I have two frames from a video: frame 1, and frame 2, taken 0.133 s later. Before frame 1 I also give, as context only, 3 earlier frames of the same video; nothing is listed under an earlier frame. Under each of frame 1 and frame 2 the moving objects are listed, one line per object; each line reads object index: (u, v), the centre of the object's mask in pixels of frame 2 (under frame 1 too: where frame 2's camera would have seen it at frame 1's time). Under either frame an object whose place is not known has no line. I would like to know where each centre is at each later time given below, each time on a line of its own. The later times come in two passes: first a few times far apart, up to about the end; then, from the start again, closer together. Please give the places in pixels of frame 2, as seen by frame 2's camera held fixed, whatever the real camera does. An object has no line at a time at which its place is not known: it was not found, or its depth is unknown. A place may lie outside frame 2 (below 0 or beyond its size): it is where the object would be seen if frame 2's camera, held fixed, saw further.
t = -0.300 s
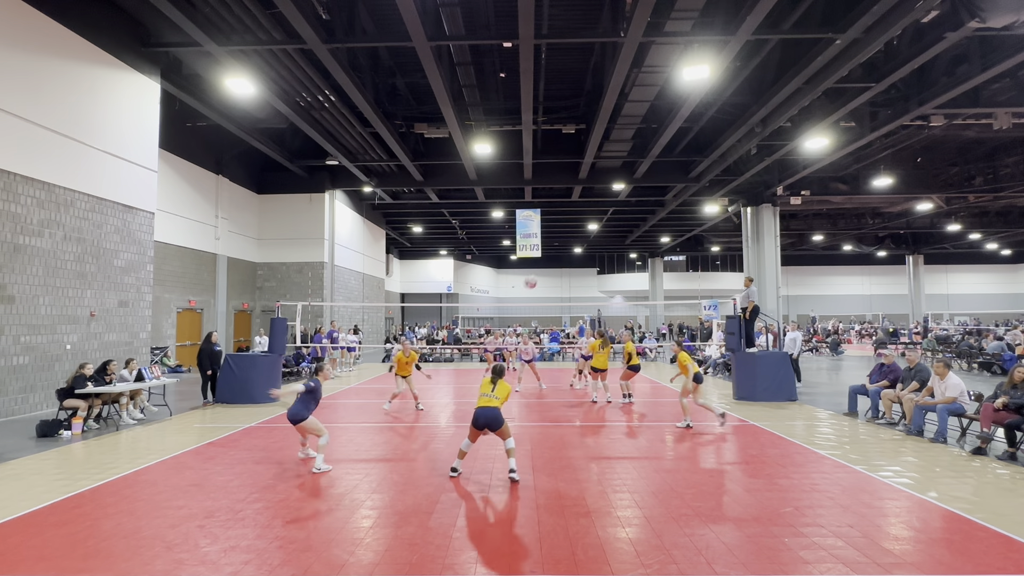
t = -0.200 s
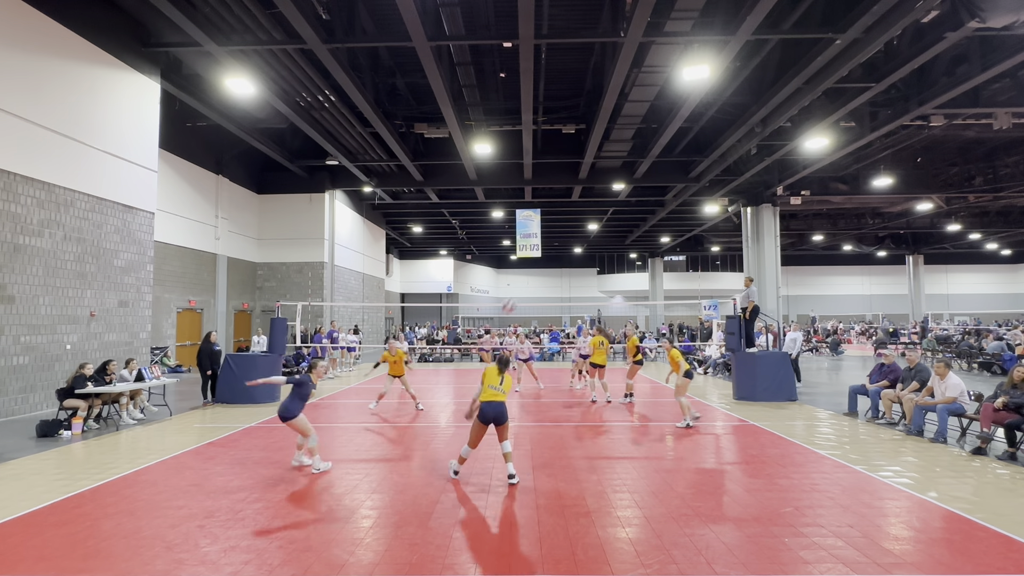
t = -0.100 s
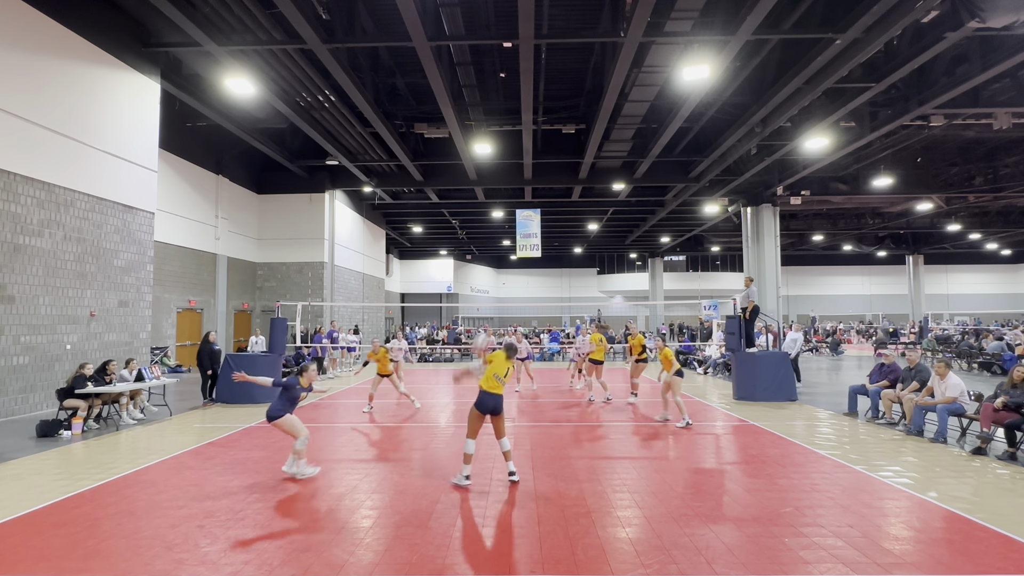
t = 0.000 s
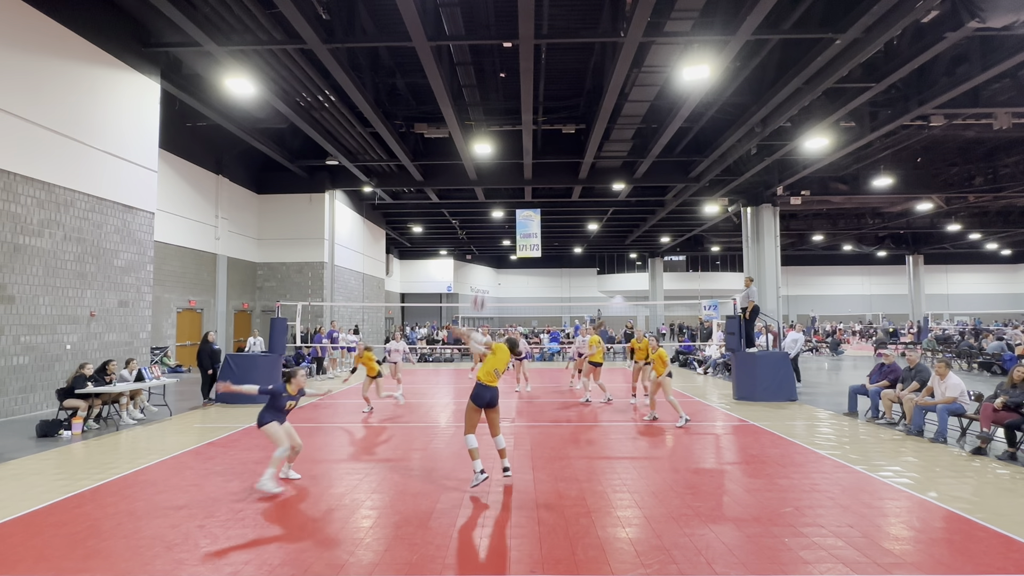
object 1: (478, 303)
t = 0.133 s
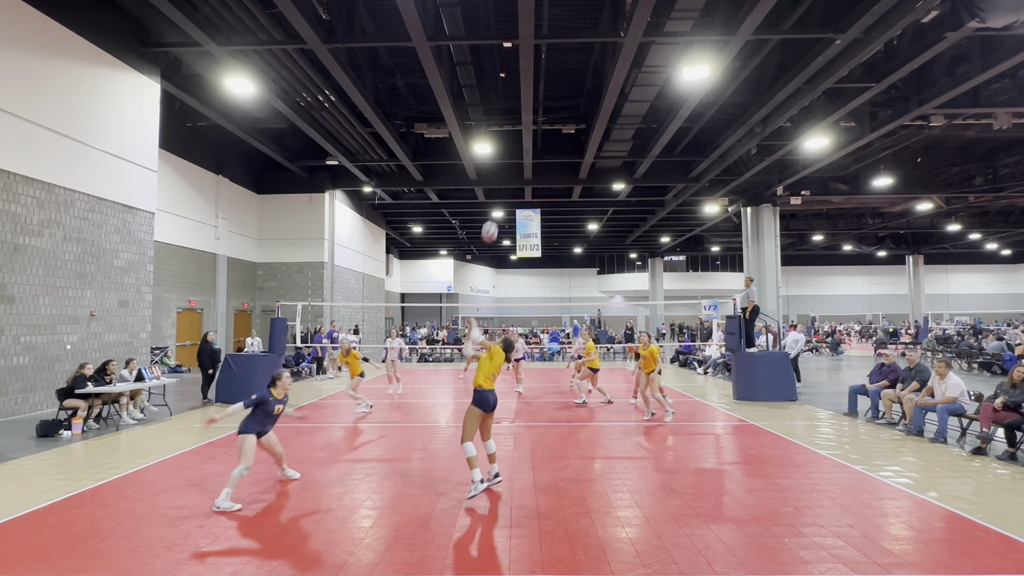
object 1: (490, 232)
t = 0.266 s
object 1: (499, 186)
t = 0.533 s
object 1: (513, 145)
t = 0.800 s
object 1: (524, 152)
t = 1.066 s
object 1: (532, 193)
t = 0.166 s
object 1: (492, 219)
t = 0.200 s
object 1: (494, 205)
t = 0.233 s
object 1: (497, 195)
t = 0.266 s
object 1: (499, 186)
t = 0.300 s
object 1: (501, 177)
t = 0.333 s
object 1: (503, 170)
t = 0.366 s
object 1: (504, 163)
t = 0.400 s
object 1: (506, 158)
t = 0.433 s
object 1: (508, 153)
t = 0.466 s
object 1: (510, 150)
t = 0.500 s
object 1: (511, 147)
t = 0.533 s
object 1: (513, 145)
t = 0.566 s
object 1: (514, 143)
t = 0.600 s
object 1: (516, 143)
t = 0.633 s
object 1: (517, 143)
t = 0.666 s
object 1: (518, 143)
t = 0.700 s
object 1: (520, 144)
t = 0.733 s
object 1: (521, 146)
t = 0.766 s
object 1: (522, 149)
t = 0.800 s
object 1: (524, 152)
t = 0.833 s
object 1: (525, 155)
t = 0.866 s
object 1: (526, 159)
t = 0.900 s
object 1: (527, 164)
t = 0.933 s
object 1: (528, 169)
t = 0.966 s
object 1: (529, 174)
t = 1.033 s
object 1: (531, 186)
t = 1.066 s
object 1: (532, 193)
